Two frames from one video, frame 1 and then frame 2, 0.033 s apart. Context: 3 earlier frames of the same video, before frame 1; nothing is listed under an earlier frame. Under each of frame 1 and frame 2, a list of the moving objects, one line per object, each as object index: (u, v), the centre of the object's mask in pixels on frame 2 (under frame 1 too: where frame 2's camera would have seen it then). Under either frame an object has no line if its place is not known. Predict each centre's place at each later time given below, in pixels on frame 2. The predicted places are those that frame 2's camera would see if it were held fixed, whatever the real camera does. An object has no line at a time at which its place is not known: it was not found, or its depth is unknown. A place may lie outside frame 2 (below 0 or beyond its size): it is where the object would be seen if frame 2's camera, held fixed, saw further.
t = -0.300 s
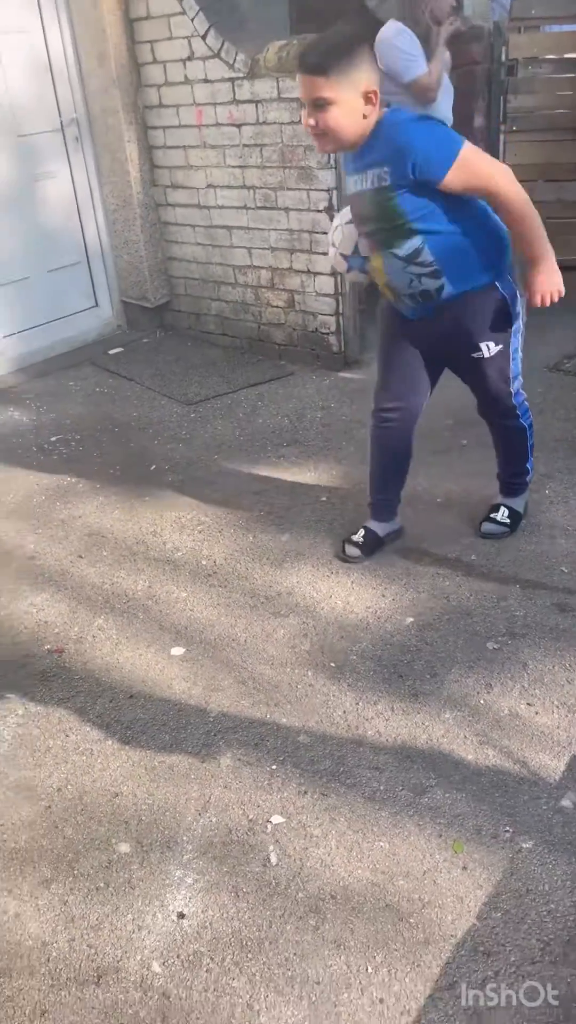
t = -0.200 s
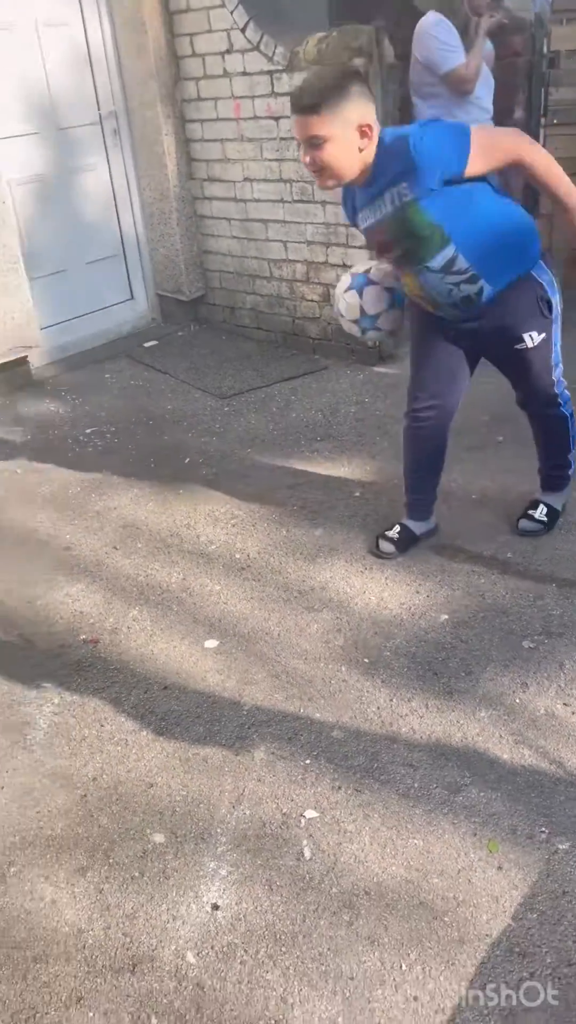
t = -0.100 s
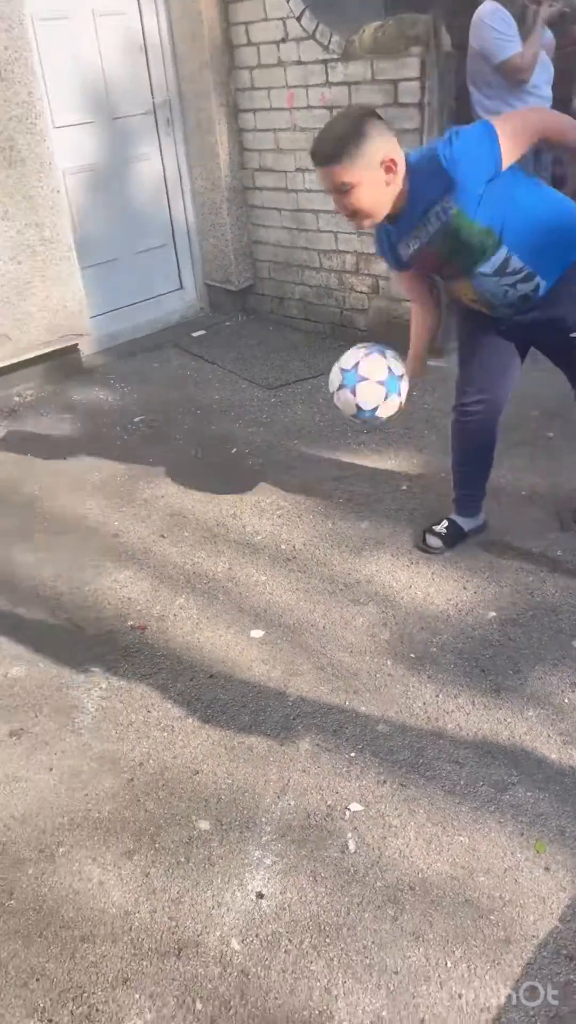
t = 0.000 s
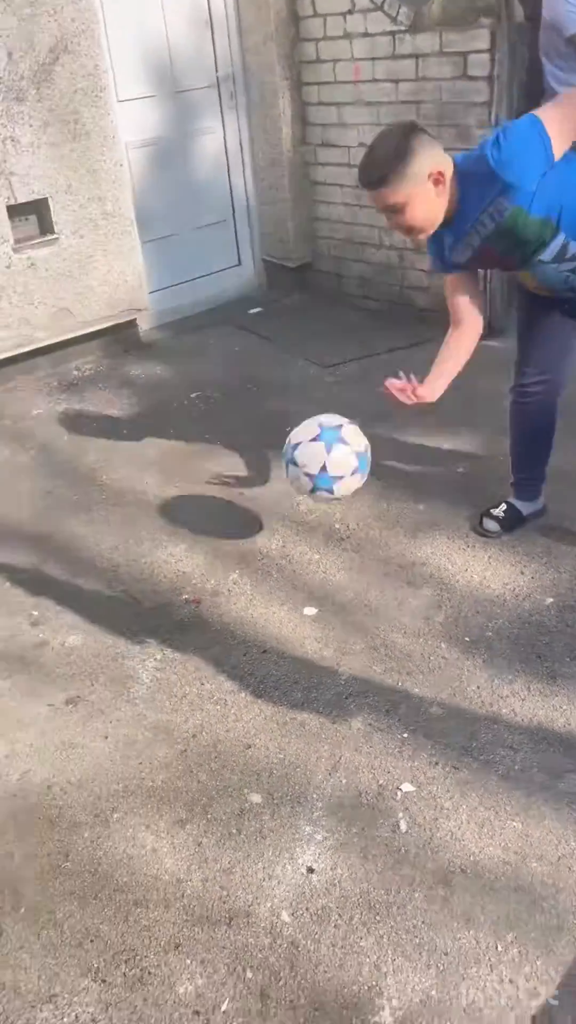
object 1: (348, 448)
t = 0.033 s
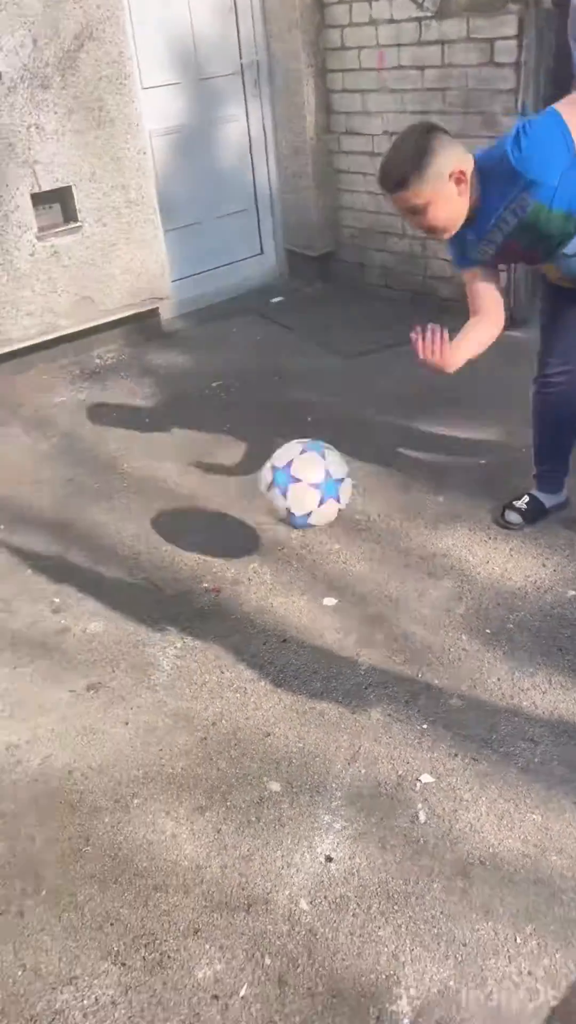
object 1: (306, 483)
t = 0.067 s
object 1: (261, 528)
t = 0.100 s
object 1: (212, 578)
